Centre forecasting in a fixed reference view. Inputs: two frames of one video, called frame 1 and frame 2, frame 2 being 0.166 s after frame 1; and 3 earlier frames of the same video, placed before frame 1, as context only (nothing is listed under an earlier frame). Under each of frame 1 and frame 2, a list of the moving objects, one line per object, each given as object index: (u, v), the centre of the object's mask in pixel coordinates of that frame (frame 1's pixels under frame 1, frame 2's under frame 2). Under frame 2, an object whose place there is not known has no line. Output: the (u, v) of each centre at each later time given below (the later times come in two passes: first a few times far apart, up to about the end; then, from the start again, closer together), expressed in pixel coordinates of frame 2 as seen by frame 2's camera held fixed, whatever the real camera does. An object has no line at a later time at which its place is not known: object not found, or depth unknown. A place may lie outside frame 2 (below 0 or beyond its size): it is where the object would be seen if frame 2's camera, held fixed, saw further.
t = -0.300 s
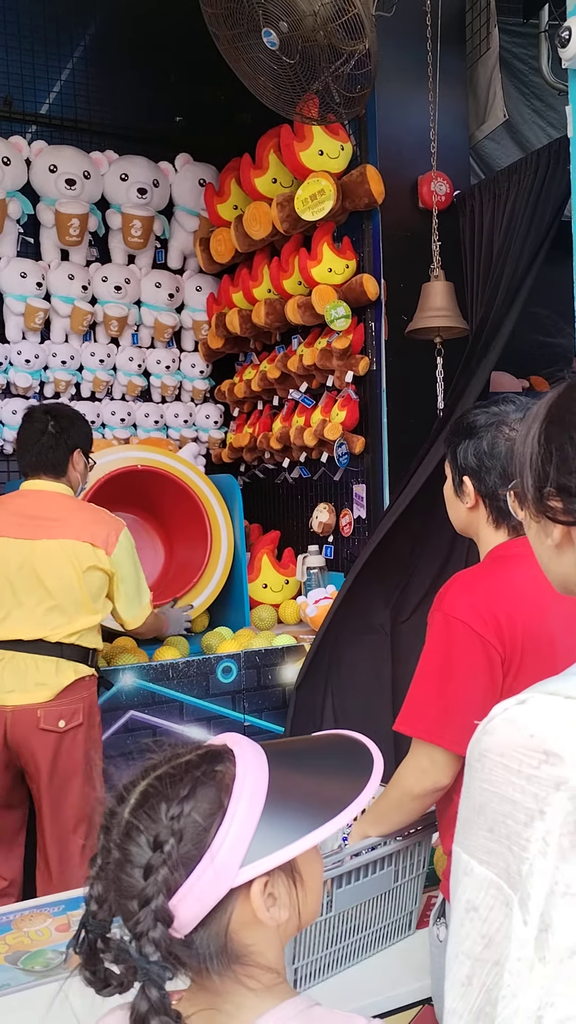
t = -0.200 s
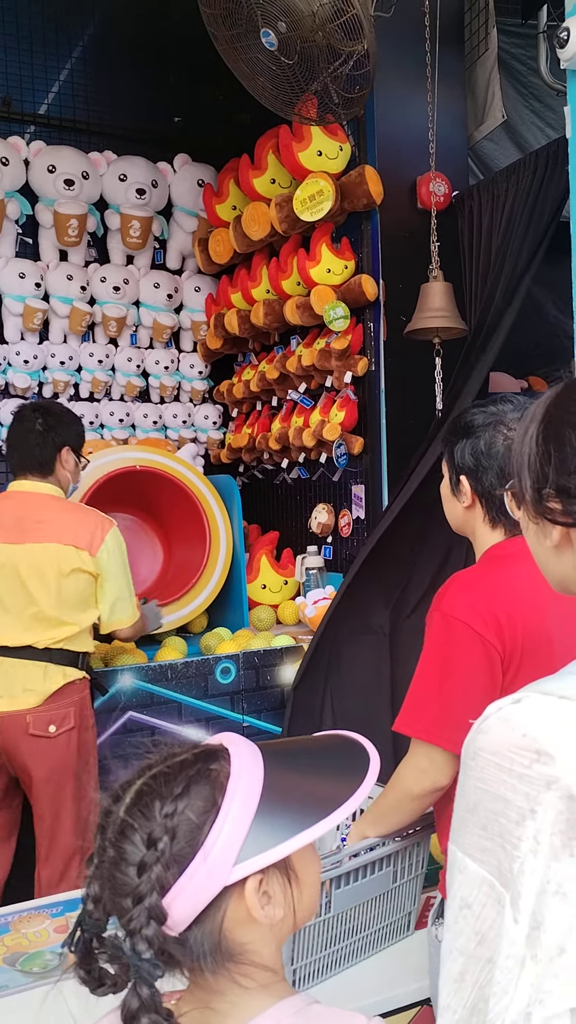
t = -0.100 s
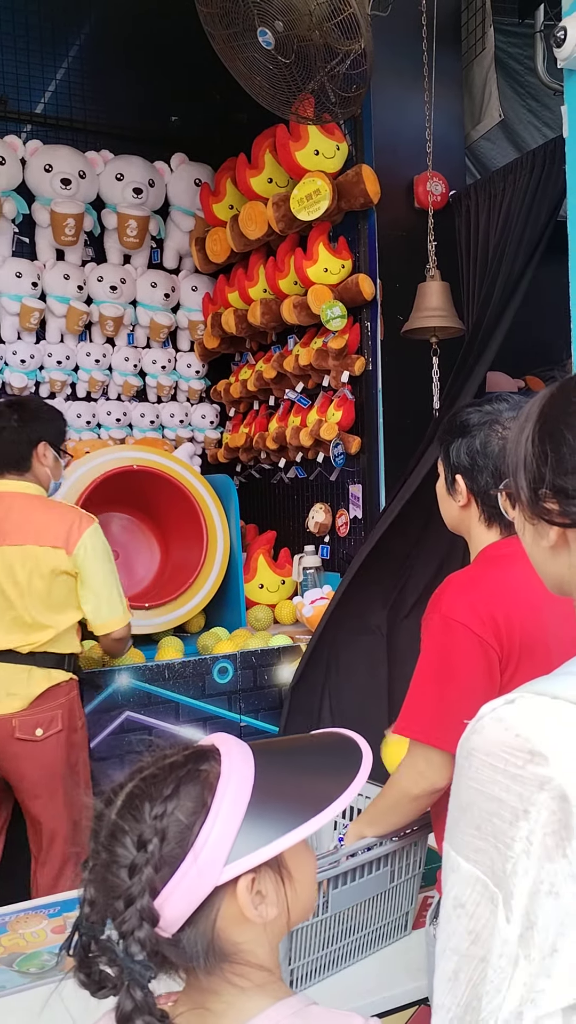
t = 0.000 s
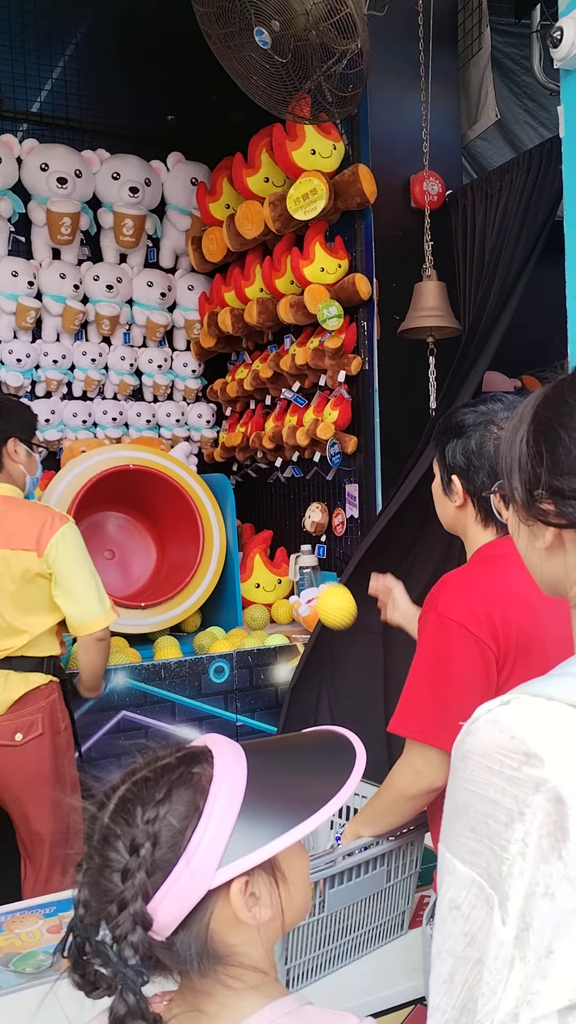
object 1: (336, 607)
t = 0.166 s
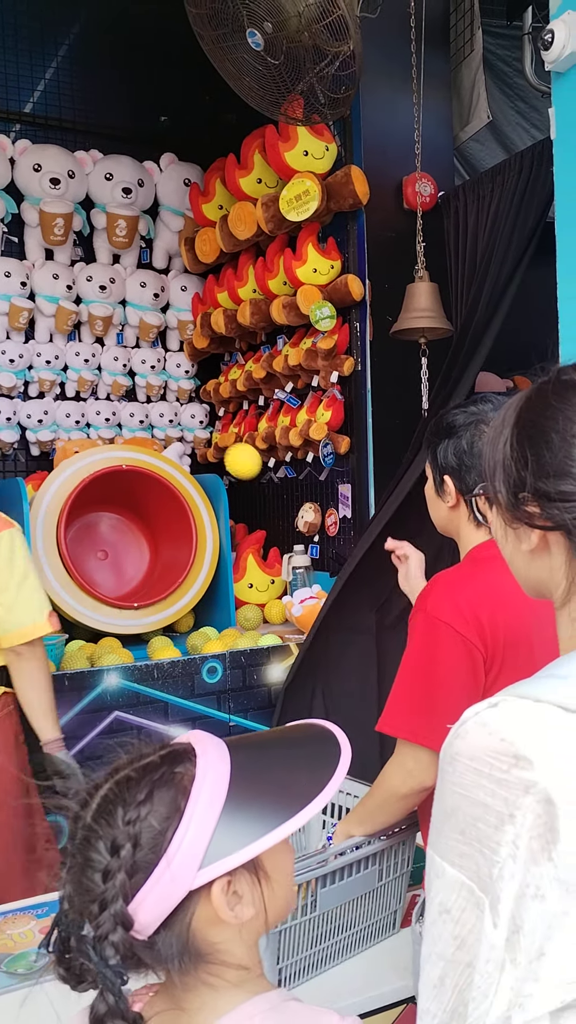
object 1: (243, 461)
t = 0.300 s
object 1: (191, 433)
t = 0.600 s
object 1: (111, 555)
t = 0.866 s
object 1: (140, 578)
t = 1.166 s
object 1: (131, 589)
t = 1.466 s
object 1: (108, 582)
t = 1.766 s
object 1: (146, 586)
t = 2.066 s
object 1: (153, 582)
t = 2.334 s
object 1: (110, 587)
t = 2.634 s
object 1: (100, 587)
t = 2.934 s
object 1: (134, 586)
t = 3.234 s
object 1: (119, 590)
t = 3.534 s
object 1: (98, 585)
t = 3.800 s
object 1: (114, 590)
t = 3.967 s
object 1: (126, 588)
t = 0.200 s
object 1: (228, 448)
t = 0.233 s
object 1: (216, 439)
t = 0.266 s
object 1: (202, 434)
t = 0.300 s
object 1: (191, 433)
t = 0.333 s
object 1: (180, 435)
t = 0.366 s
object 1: (169, 440)
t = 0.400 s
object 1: (159, 449)
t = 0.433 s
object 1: (150, 461)
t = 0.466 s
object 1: (141, 476)
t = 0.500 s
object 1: (133, 492)
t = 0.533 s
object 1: (125, 511)
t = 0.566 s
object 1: (118, 532)
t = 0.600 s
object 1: (111, 555)
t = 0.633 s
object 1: (104, 580)
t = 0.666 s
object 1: (106, 583)
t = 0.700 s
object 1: (110, 578)
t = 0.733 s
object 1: (115, 576)
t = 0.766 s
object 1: (124, 580)
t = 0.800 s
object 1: (129, 582)
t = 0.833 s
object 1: (137, 582)
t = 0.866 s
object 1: (140, 578)
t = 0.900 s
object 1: (142, 577)
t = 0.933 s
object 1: (144, 577)
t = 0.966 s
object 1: (146, 580)
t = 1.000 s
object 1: (145, 580)
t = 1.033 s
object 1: (144, 582)
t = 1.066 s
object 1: (143, 585)
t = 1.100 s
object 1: (139, 587)
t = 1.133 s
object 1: (135, 588)
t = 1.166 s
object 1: (131, 589)
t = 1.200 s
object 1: (126, 589)
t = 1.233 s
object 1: (121, 588)
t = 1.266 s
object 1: (117, 587)
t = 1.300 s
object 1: (114, 586)
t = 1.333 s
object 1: (111, 584)
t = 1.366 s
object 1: (108, 583)
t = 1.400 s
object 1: (107, 582)
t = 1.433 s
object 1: (107, 582)
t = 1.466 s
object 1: (108, 582)
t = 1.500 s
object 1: (109, 583)
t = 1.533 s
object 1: (112, 584)
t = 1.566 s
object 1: (115, 585)
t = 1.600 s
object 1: (120, 587)
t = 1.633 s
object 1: (125, 588)
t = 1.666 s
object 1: (130, 588)
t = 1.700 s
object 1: (136, 588)
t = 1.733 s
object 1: (141, 587)
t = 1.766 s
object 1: (146, 586)
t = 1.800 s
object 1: (150, 584)
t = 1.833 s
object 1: (153, 582)
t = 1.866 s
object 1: (156, 581)
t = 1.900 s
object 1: (157, 579)
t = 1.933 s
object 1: (158, 579)
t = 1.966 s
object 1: (158, 579)
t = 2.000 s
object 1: (157, 579)
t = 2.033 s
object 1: (156, 580)
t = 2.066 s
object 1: (153, 582)
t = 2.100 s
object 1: (149, 584)
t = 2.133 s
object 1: (144, 586)
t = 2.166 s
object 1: (139, 587)
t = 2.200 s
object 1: (133, 589)
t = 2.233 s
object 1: (127, 589)
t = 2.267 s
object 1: (121, 589)
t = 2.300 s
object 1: (115, 588)
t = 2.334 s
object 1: (110, 587)
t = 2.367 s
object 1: (105, 586)
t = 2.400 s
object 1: (102, 585)
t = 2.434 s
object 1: (99, 584)
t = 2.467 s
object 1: (97, 583)
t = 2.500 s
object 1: (97, 583)
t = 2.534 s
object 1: (97, 583)
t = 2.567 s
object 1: (97, 584)
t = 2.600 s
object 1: (98, 586)
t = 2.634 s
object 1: (100, 587)
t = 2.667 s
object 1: (102, 588)
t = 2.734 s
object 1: (112, 590)
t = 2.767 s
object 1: (117, 590)
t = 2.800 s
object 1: (122, 589)
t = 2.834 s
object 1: (126, 590)
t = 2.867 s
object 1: (129, 587)
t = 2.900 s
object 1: (132, 587)
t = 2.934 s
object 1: (134, 586)
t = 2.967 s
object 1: (135, 586)
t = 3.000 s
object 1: (135, 585)
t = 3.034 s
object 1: (135, 586)
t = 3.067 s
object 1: (134, 587)
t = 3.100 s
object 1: (132, 588)
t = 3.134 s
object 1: (130, 589)
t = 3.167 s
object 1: (126, 590)
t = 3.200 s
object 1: (123, 590)
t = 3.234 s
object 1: (119, 590)
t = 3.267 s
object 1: (115, 590)
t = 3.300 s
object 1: (112, 590)
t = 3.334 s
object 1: (108, 589)
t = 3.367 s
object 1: (105, 588)
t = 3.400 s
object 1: (103, 587)
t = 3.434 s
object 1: (101, 586)
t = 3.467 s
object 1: (99, 586)
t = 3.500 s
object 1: (99, 586)
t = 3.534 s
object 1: (98, 585)
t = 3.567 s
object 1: (98, 585)
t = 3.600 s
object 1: (98, 586)
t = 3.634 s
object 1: (100, 586)
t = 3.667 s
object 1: (103, 588)
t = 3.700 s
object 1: (105, 588)
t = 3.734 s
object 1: (108, 590)
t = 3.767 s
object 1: (111, 590)
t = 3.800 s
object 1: (114, 590)
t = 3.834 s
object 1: (117, 591)
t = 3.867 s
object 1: (120, 591)
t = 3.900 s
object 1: (123, 590)
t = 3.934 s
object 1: (125, 589)
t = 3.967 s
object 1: (126, 588)
